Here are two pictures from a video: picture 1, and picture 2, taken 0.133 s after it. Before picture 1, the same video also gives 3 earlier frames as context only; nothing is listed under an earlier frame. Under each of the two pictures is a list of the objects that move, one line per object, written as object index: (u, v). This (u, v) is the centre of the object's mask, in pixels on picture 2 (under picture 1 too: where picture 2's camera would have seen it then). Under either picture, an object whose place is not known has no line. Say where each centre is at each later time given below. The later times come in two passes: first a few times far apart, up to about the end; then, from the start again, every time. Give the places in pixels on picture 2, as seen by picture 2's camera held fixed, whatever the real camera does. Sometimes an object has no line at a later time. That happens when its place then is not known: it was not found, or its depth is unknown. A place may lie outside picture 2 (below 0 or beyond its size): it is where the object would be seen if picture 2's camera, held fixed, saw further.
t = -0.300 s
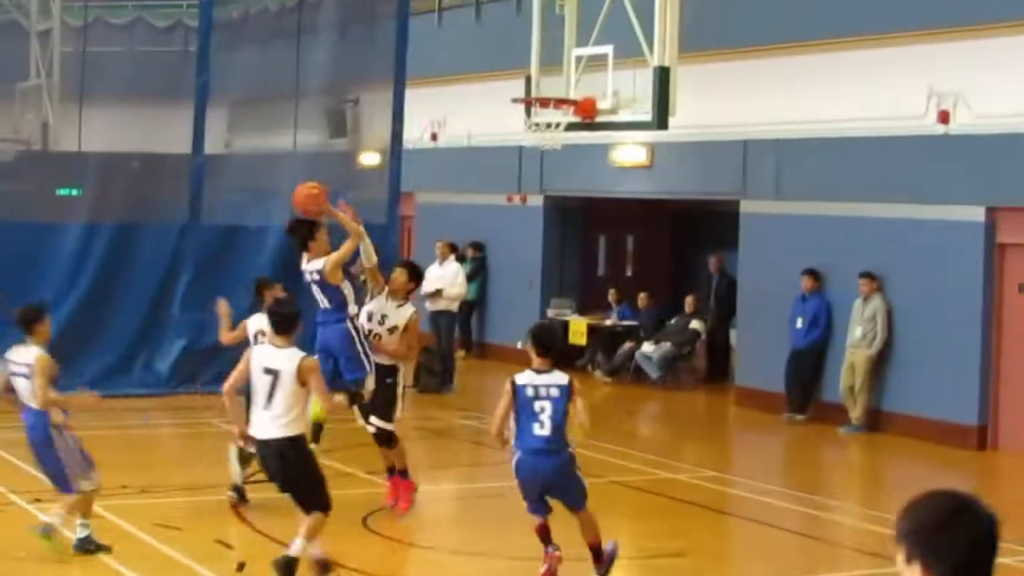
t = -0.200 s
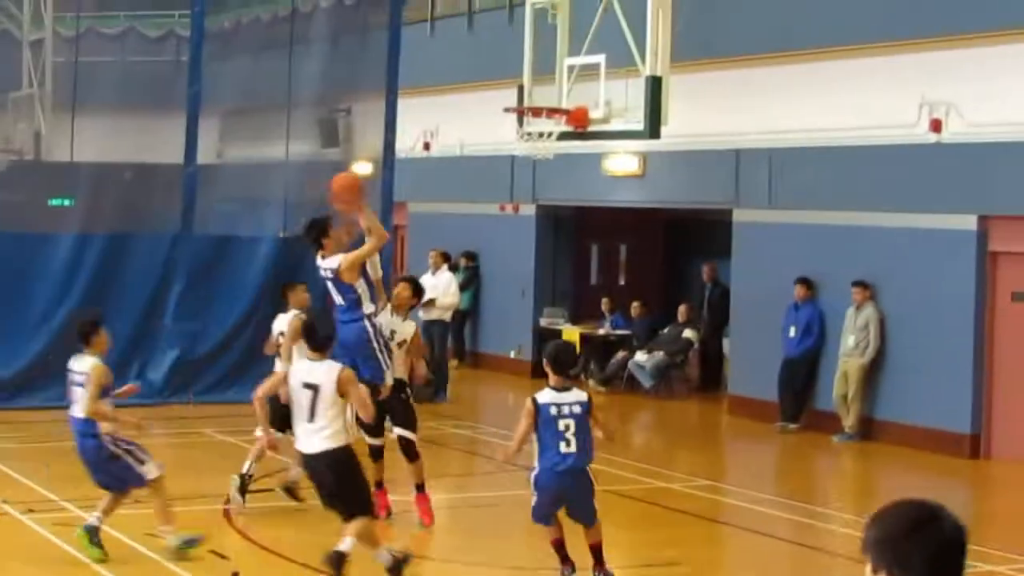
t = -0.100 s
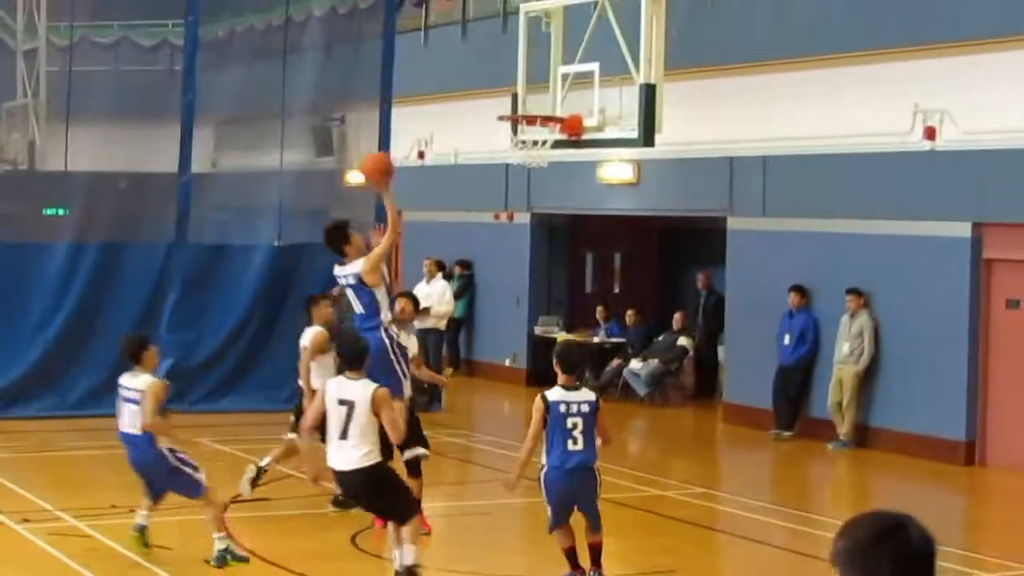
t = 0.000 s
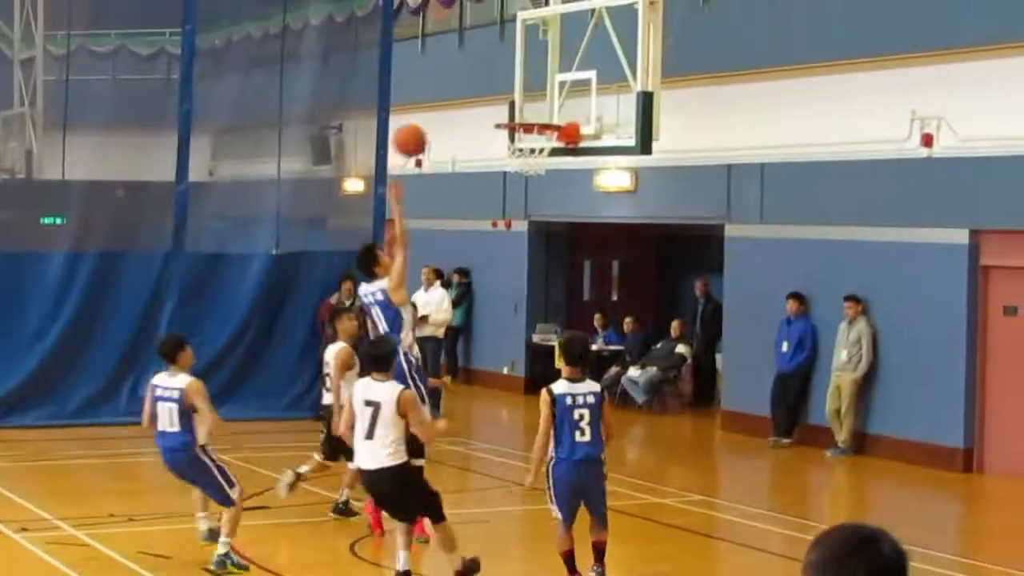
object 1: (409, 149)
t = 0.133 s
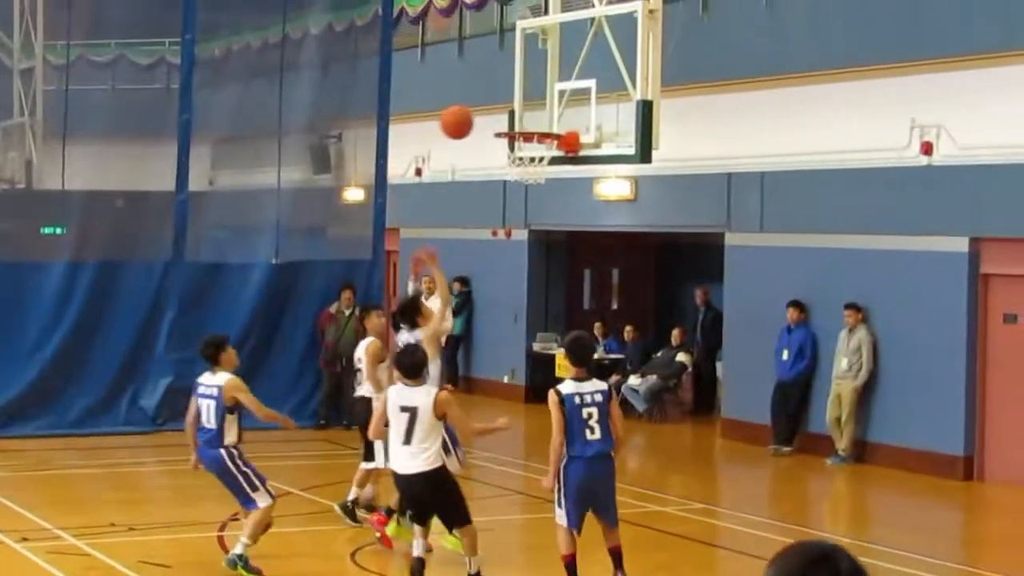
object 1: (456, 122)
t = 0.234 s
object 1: (490, 118)
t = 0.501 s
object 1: (510, 107)
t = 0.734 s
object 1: (537, 123)
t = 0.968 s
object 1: (537, 175)
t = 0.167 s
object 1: (468, 119)
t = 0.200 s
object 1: (479, 117)
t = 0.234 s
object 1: (490, 118)
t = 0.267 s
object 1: (494, 112)
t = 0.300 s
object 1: (496, 107)
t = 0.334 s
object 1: (498, 104)
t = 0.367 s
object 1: (501, 101)
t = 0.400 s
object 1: (503, 101)
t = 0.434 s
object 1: (505, 101)
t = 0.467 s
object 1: (508, 103)
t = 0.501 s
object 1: (510, 107)
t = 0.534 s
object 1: (512, 112)
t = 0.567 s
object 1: (515, 116)
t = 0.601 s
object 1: (520, 115)
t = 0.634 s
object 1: (524, 116)
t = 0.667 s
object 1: (527, 118)
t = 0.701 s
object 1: (533, 120)
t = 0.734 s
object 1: (537, 123)
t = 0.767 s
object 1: (539, 134)
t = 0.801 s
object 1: (543, 143)
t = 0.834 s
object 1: (544, 150)
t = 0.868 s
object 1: (544, 151)
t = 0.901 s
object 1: (542, 164)
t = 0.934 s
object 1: (540, 170)
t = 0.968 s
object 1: (537, 175)
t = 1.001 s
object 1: (534, 188)
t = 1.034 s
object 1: (532, 193)
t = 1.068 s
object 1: (530, 204)
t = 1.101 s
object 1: (527, 216)
